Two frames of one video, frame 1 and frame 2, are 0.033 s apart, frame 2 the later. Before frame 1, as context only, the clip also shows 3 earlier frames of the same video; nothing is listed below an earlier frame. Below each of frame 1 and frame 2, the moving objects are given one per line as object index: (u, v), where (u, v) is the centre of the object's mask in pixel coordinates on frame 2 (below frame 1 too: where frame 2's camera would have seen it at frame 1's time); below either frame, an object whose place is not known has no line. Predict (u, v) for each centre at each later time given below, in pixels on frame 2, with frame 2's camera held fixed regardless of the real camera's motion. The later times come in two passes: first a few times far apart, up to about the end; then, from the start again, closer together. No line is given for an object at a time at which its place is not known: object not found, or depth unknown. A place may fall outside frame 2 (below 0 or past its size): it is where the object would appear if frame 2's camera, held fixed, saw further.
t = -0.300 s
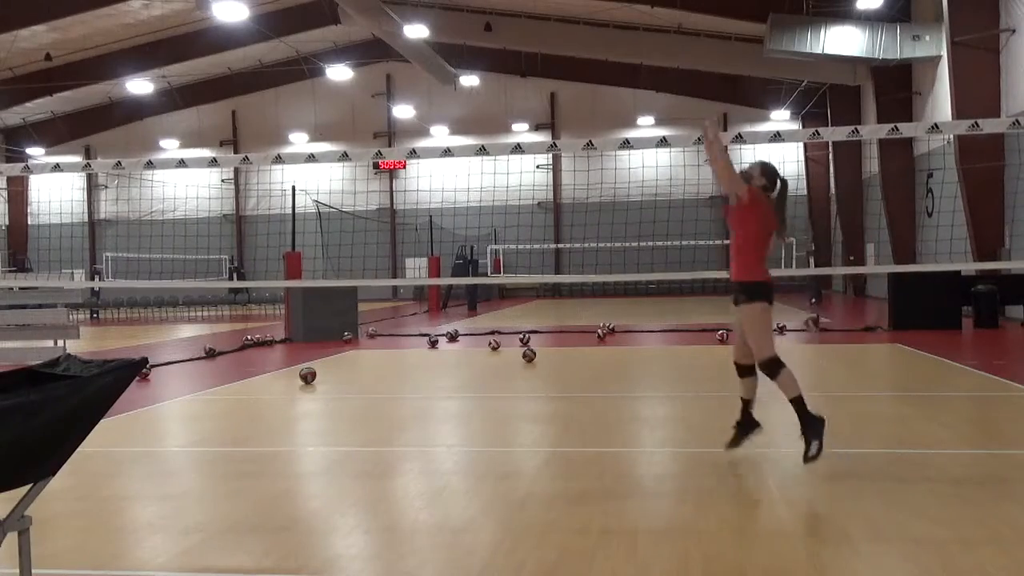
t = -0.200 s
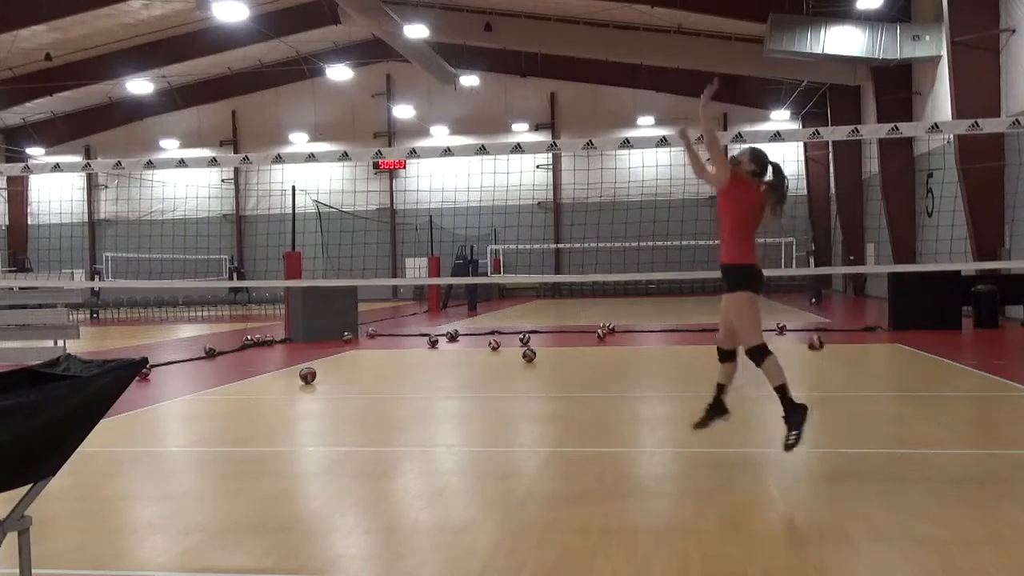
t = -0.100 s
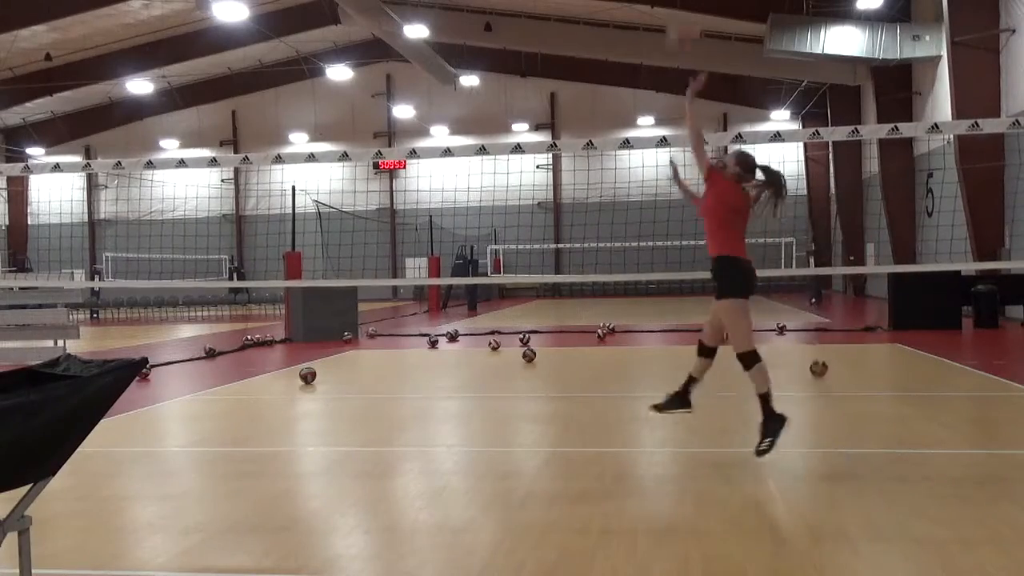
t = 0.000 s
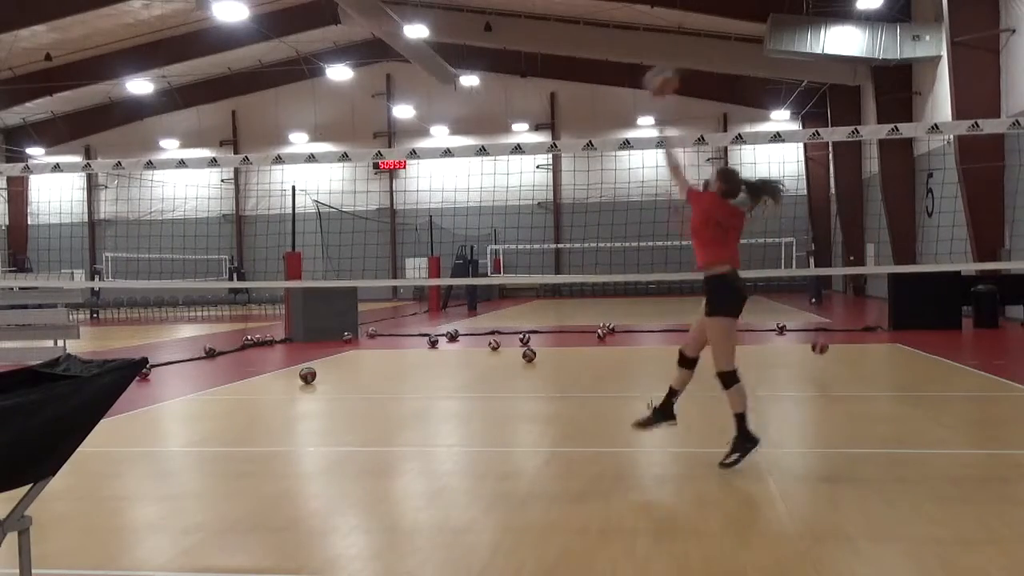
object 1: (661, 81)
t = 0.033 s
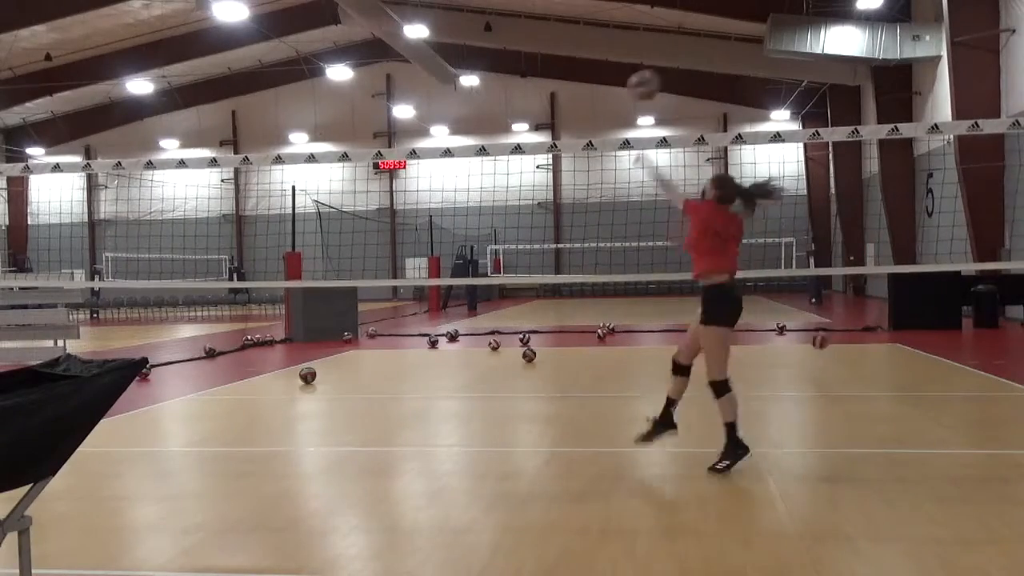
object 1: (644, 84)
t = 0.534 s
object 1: (474, 266)
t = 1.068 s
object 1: (400, 293)
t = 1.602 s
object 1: (375, 311)
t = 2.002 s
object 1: (353, 328)
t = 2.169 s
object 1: (345, 310)
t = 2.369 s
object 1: (337, 317)
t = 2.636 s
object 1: (326, 363)
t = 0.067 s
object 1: (629, 89)
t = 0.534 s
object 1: (474, 266)
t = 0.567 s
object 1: (463, 273)
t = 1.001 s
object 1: (402, 307)
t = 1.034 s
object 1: (402, 295)
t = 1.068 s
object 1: (400, 293)
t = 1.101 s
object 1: (395, 292)
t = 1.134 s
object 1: (394, 292)
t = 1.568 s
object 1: (375, 301)
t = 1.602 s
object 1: (375, 311)
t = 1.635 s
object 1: (365, 315)
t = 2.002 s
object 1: (353, 328)
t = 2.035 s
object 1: (352, 322)
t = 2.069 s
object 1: (351, 318)
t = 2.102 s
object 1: (349, 314)
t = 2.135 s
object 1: (349, 312)
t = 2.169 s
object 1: (345, 310)
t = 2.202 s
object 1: (344, 309)
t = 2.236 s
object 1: (342, 309)
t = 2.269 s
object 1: (341, 310)
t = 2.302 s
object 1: (339, 312)
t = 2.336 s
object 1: (338, 314)
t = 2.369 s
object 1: (337, 317)
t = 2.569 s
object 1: (328, 354)
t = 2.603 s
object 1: (327, 363)
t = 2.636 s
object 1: (326, 363)
